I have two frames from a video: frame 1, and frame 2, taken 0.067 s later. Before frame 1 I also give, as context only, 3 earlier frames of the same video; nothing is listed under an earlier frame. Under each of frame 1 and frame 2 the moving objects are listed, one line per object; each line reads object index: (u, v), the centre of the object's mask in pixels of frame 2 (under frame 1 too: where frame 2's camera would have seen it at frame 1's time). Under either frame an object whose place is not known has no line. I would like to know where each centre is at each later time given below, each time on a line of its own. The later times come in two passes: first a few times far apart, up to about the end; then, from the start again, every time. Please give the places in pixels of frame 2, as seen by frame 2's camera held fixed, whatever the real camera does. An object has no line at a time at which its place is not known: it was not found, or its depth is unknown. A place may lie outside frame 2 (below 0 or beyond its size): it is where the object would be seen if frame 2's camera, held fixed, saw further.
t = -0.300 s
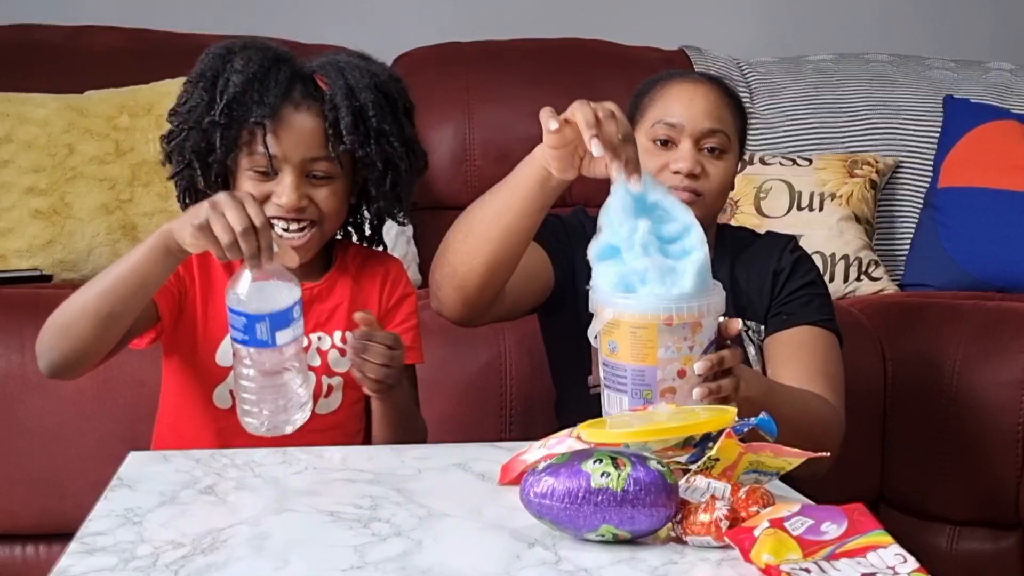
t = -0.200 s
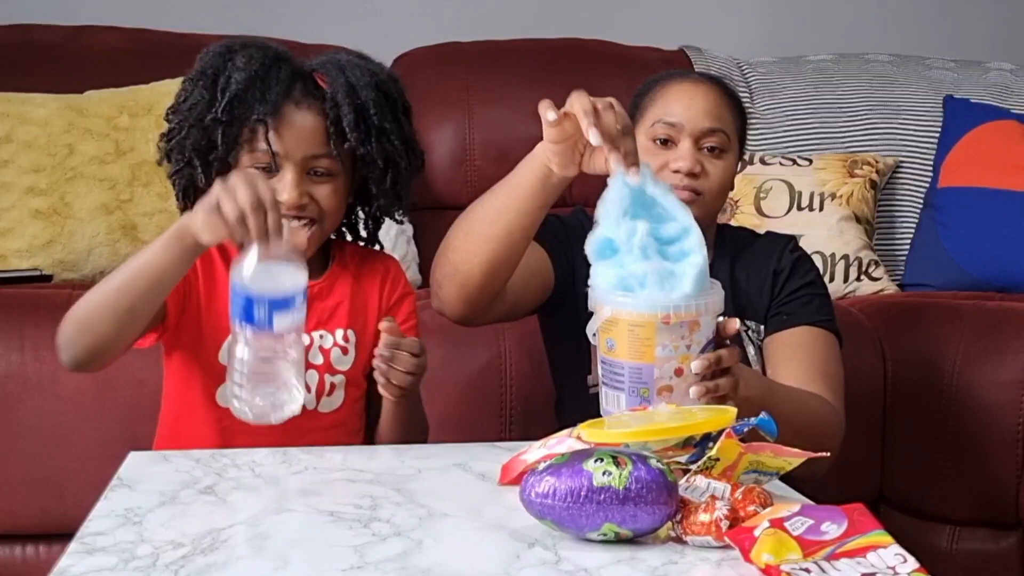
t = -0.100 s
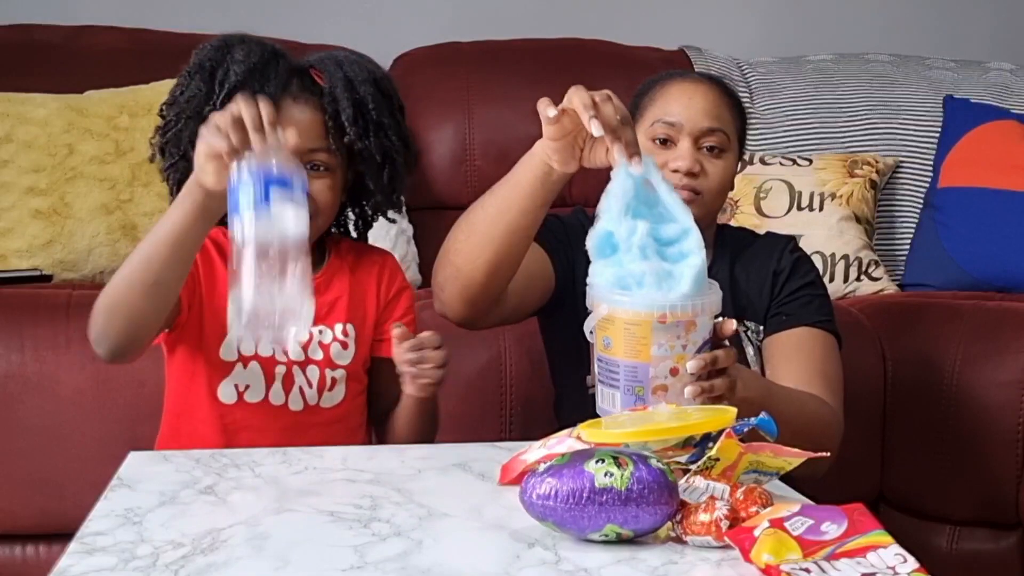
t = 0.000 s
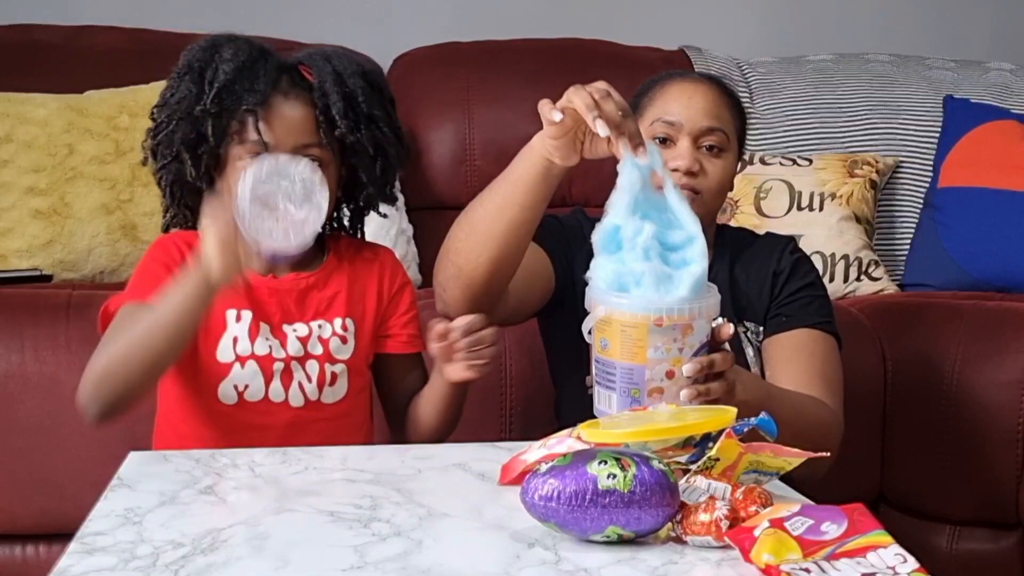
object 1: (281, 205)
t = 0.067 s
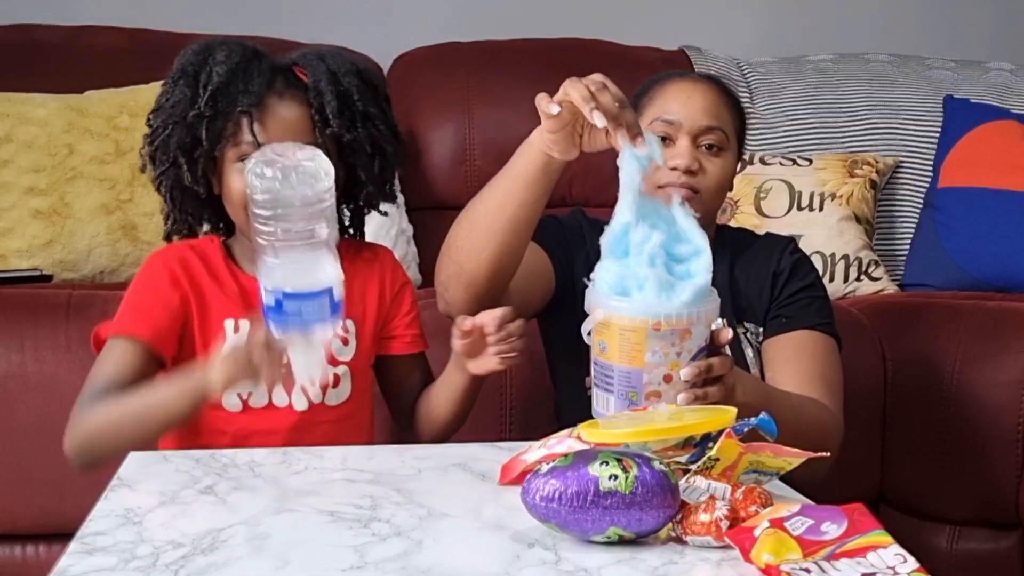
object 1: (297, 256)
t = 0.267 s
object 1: (310, 433)
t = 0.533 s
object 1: (321, 466)
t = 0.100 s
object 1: (305, 283)
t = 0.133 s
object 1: (310, 300)
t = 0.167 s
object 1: (312, 321)
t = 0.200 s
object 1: (314, 355)
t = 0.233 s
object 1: (313, 400)
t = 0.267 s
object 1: (310, 433)
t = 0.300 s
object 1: (309, 451)
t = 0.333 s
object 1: (310, 464)
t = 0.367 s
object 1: (310, 465)
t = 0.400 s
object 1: (313, 466)
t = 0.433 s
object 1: (316, 466)
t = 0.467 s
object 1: (318, 466)
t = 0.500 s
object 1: (320, 466)
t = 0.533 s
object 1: (321, 466)
